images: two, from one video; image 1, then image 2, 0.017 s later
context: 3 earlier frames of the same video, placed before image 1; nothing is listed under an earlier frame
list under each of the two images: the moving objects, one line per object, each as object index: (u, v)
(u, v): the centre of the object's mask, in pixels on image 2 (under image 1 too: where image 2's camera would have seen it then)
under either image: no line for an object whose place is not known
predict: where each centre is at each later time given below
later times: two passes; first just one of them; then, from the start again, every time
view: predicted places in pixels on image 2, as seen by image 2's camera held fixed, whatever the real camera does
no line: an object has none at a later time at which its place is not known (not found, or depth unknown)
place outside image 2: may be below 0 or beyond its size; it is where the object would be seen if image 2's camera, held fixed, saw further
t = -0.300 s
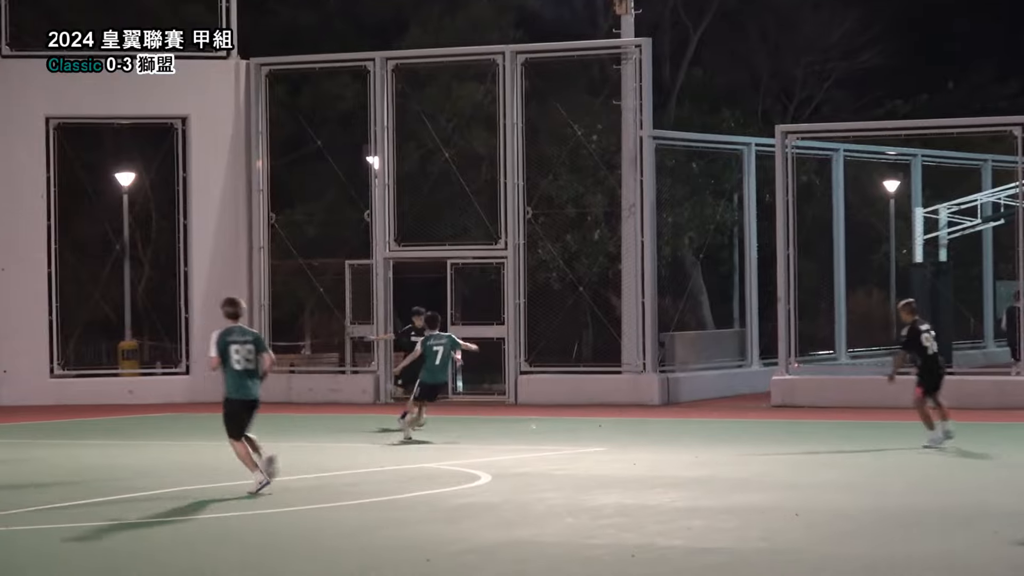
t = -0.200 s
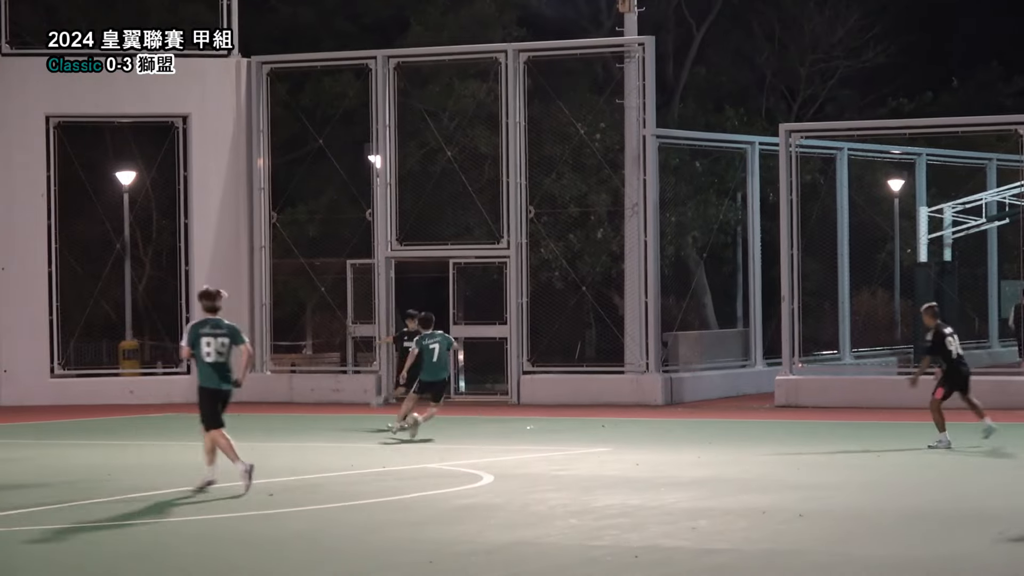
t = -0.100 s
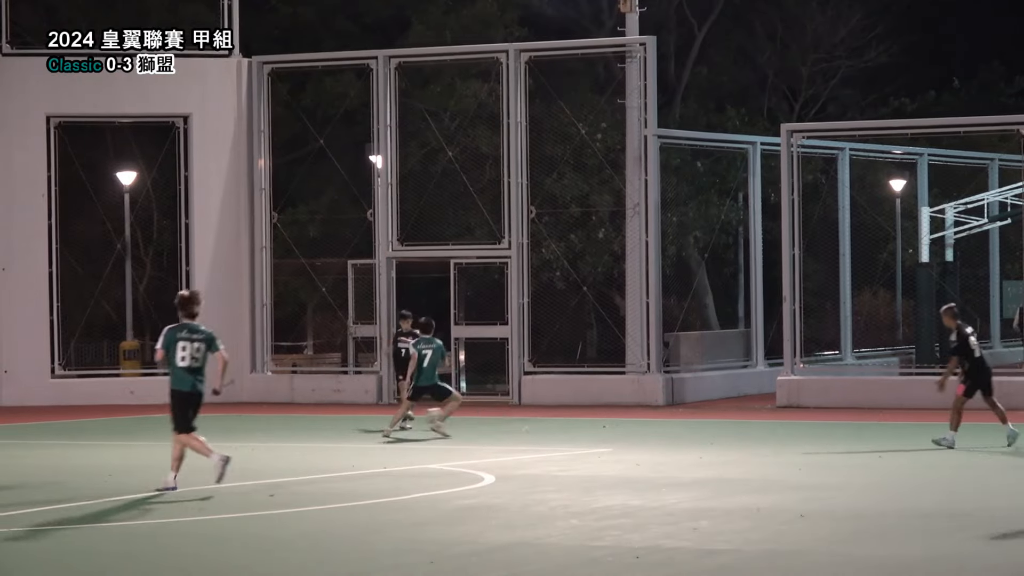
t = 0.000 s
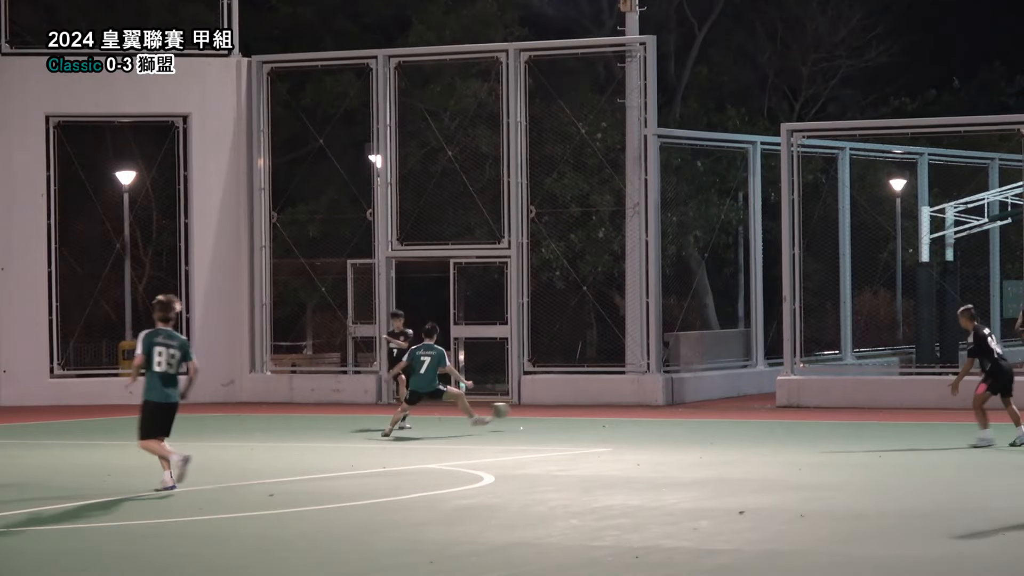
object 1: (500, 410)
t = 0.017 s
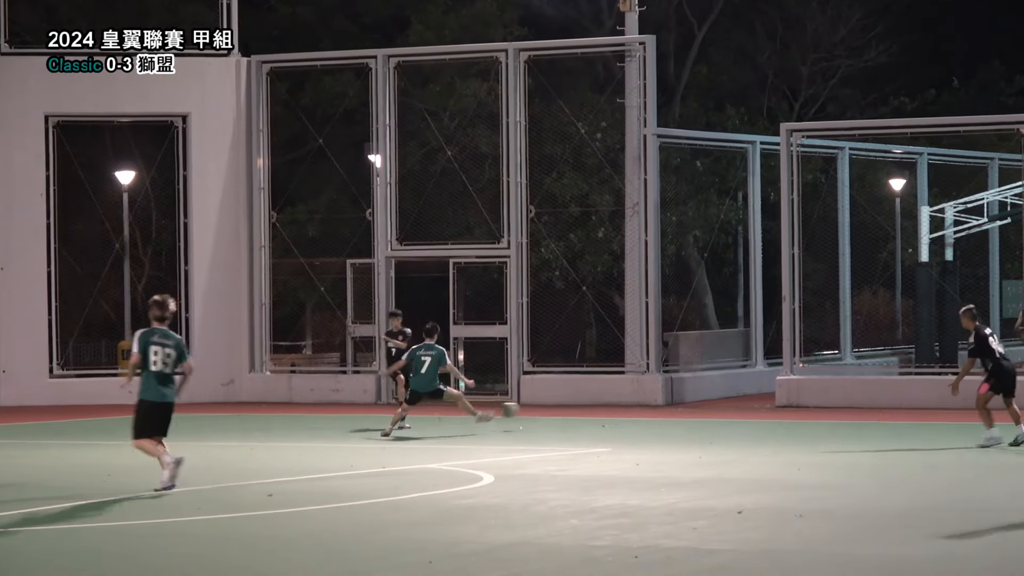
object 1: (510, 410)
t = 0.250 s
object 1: (658, 419)
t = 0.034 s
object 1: (521, 410)
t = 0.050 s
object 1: (532, 411)
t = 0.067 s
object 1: (544, 411)
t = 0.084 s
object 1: (556, 412)
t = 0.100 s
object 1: (566, 413)
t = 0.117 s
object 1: (577, 414)
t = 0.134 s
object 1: (590, 415)
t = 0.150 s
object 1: (600, 418)
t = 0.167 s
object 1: (610, 419)
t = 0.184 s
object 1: (622, 422)
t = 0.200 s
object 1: (634, 424)
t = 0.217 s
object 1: (642, 423)
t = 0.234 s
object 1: (650, 421)
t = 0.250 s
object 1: (658, 419)
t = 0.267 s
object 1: (666, 418)
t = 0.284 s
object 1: (674, 416)
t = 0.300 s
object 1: (682, 416)
